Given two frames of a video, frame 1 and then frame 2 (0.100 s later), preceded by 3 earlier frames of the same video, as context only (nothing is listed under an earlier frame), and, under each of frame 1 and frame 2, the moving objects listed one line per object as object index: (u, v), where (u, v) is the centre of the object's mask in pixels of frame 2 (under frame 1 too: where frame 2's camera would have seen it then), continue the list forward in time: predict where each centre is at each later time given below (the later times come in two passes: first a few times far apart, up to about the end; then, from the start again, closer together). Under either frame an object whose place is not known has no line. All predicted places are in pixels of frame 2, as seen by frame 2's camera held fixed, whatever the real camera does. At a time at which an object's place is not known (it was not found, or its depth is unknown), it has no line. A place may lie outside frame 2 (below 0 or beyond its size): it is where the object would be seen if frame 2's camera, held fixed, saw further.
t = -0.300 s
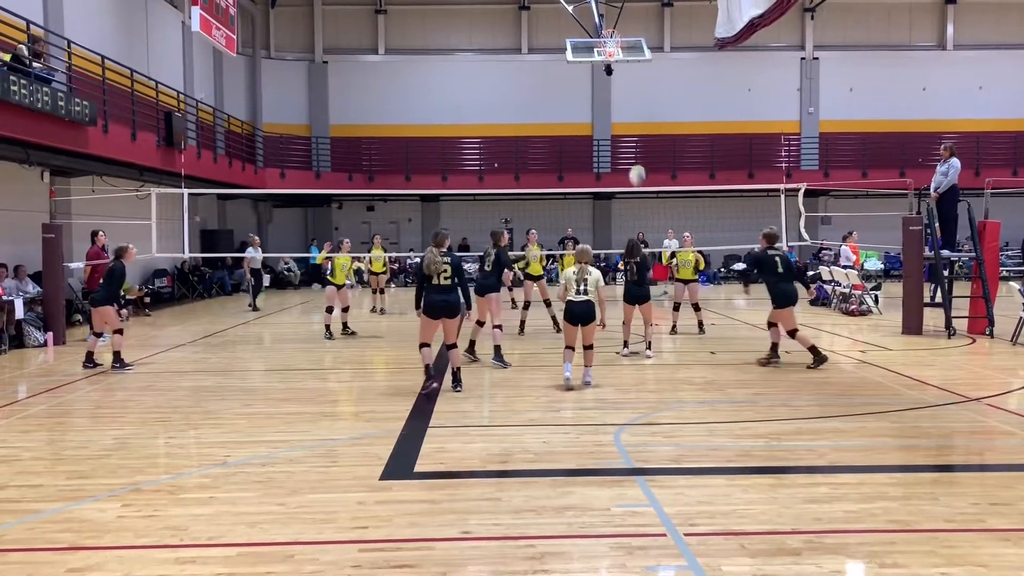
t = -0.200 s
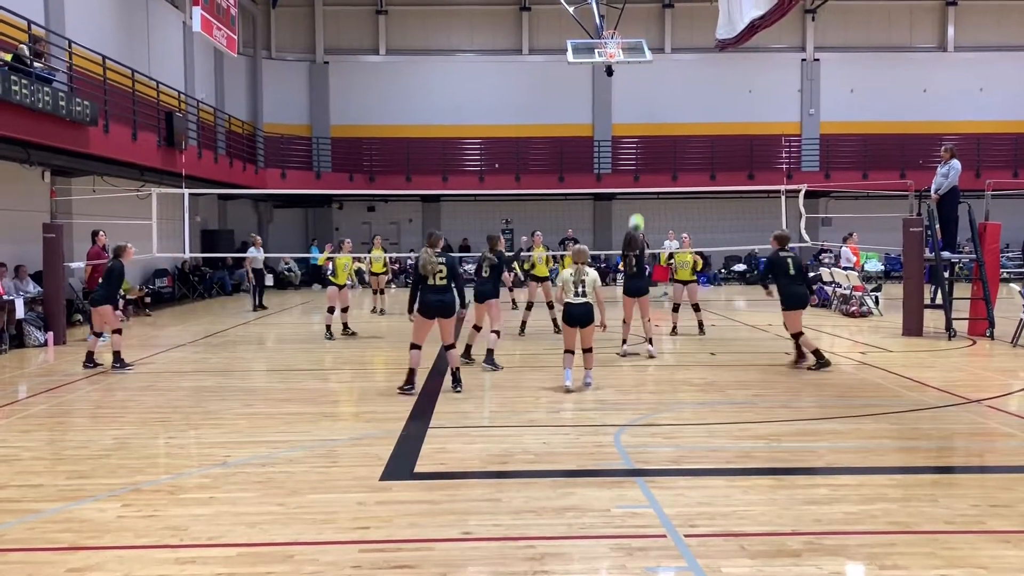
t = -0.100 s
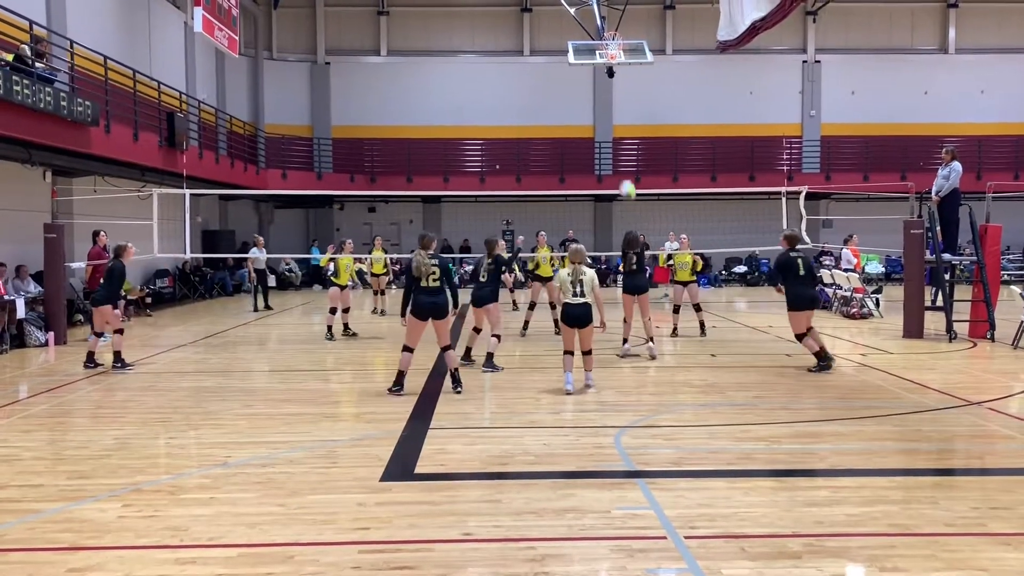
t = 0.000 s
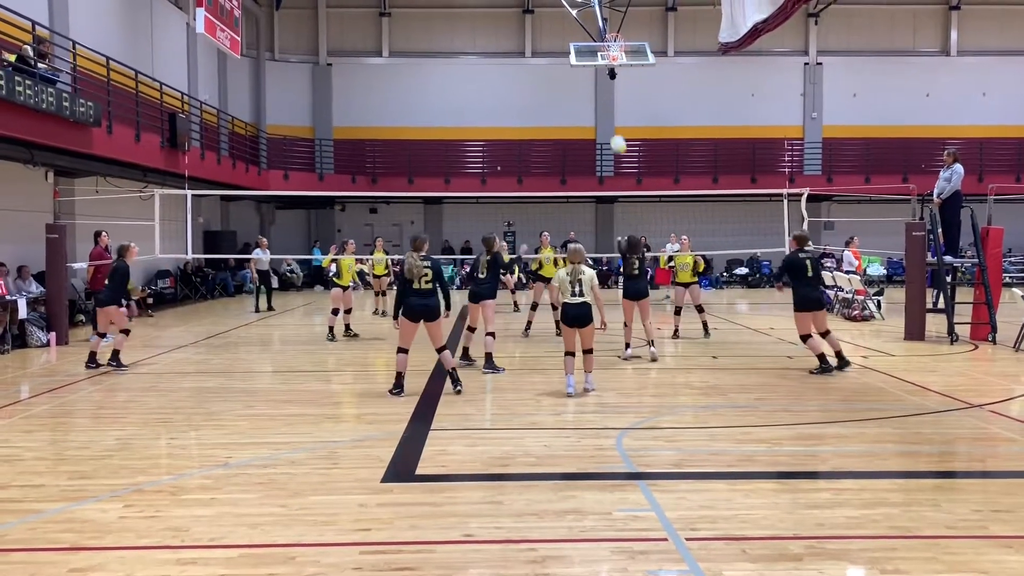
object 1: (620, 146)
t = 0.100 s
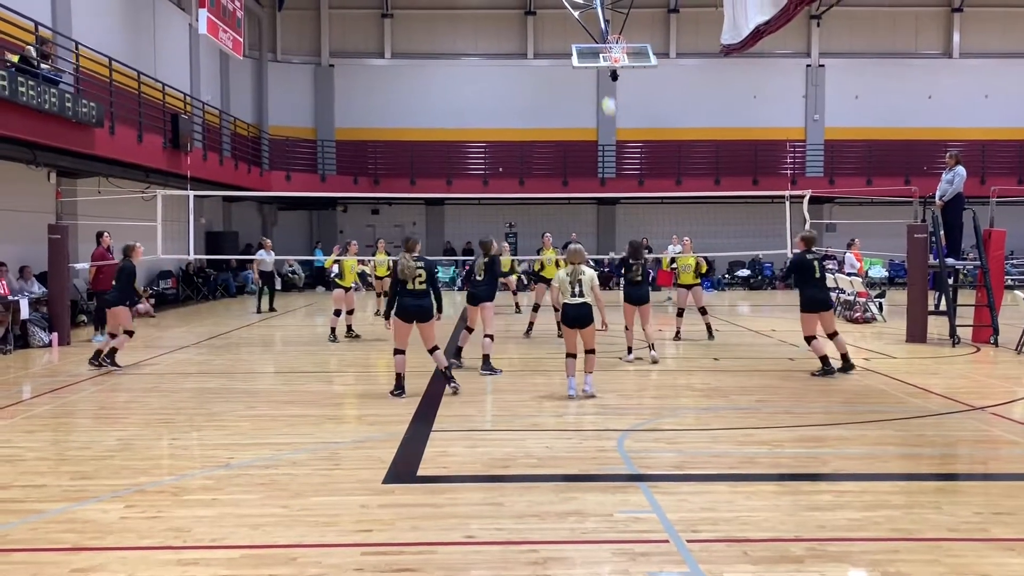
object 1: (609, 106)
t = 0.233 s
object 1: (595, 64)
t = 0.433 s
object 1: (572, 25)
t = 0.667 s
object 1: (545, 21)
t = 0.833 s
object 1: (526, 45)
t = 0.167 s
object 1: (602, 83)
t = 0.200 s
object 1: (597, 75)
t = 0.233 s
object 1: (595, 64)
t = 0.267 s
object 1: (591, 55)
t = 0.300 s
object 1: (587, 47)
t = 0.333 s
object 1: (584, 40)
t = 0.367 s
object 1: (580, 34)
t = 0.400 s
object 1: (576, 29)
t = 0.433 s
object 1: (572, 25)
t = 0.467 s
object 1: (569, 22)
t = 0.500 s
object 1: (565, 20)
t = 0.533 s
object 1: (561, 18)
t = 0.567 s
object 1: (557, 18)
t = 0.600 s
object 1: (554, 18)
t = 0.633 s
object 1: (550, 19)
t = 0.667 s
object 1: (545, 21)
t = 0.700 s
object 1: (542, 24)
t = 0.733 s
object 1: (538, 28)
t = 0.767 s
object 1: (534, 32)
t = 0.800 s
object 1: (530, 38)
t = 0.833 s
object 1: (526, 45)
